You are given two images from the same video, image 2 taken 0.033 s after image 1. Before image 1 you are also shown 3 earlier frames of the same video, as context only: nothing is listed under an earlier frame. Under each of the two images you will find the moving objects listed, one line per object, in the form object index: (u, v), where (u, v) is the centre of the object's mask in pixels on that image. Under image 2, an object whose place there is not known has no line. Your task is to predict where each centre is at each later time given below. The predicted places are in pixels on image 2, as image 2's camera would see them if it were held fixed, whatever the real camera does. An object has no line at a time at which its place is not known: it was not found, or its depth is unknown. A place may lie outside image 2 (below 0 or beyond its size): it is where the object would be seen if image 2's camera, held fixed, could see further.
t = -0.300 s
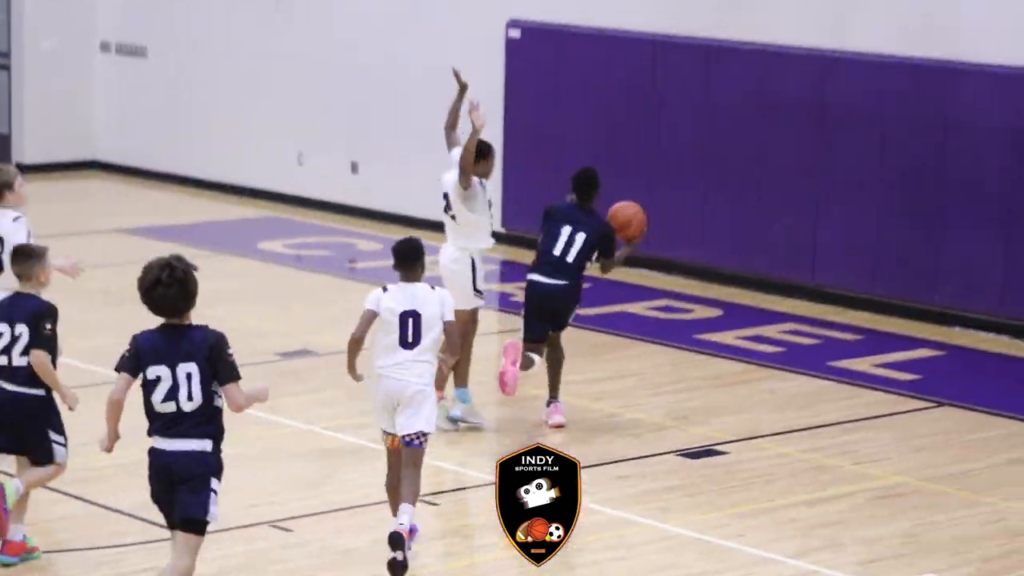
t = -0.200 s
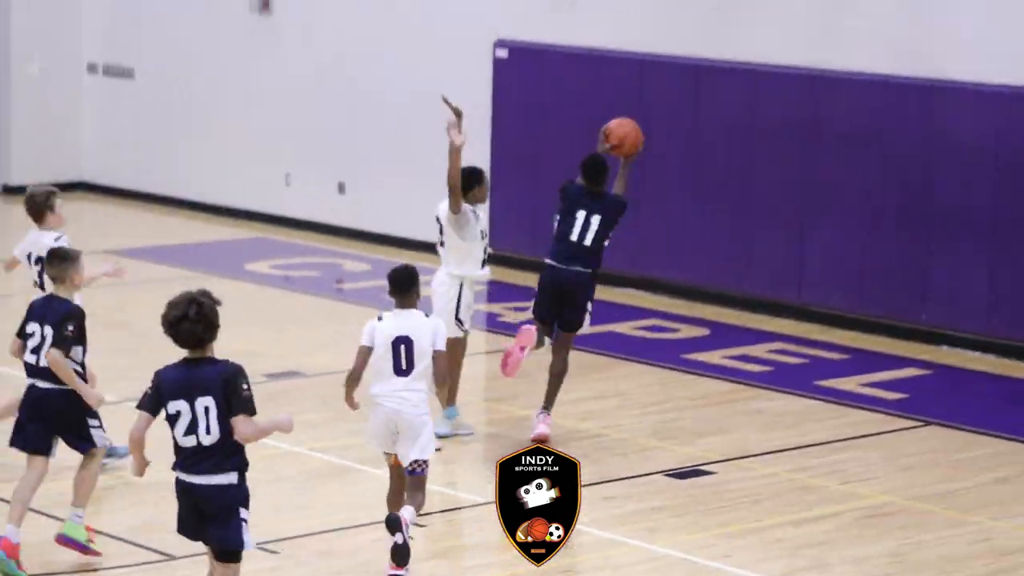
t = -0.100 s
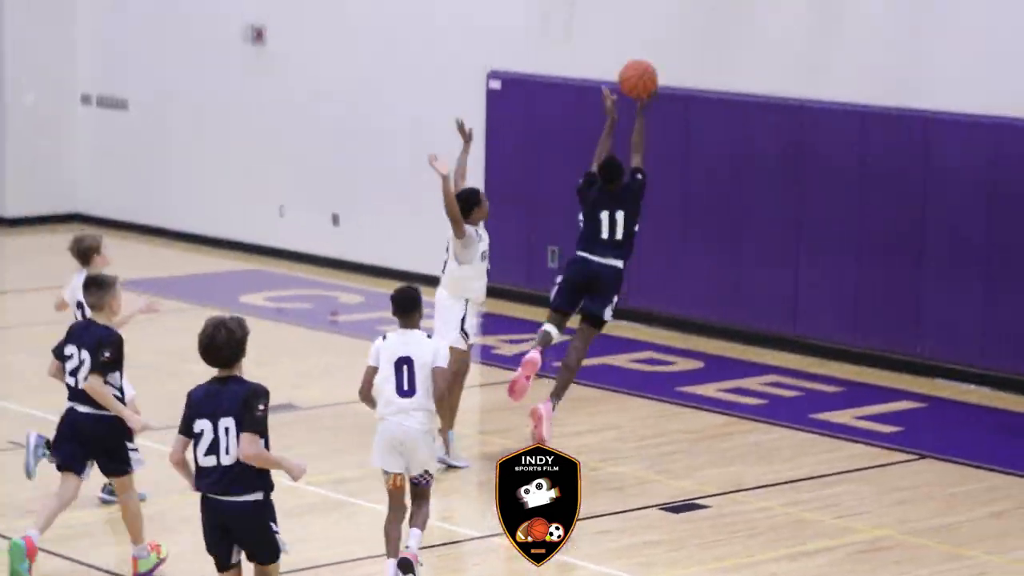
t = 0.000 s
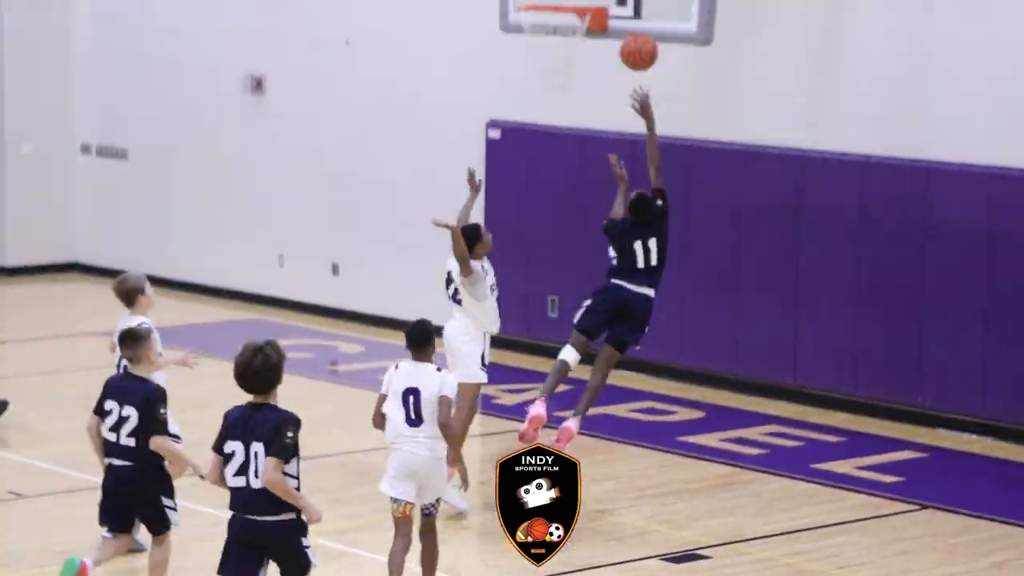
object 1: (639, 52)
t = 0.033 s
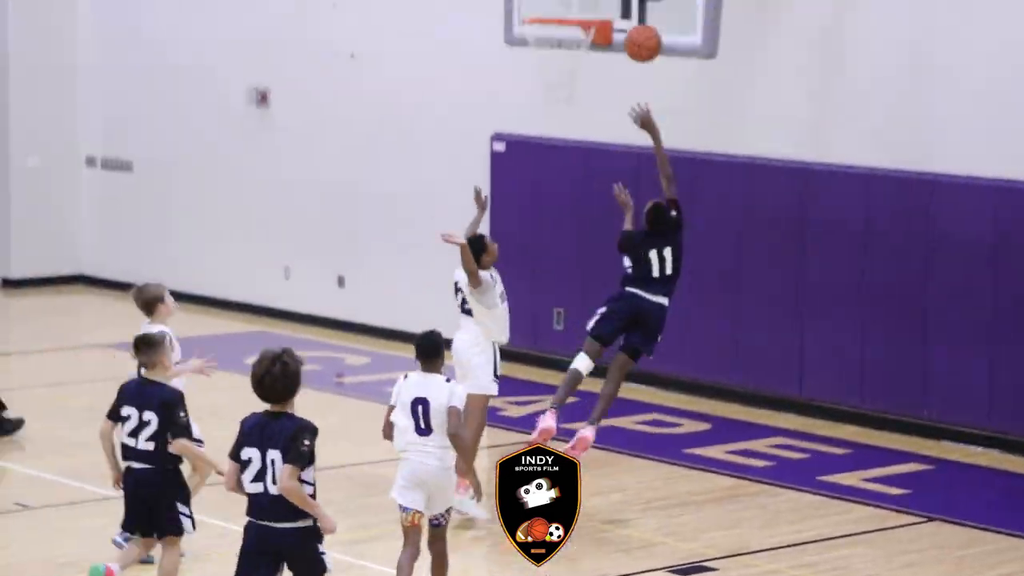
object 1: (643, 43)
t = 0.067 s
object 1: (642, 23)
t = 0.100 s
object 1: (643, 5)
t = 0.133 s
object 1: (644, -11)
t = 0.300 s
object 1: (623, -57)
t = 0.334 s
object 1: (616, -58)
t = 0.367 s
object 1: (609, -59)
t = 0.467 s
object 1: (585, -49)
